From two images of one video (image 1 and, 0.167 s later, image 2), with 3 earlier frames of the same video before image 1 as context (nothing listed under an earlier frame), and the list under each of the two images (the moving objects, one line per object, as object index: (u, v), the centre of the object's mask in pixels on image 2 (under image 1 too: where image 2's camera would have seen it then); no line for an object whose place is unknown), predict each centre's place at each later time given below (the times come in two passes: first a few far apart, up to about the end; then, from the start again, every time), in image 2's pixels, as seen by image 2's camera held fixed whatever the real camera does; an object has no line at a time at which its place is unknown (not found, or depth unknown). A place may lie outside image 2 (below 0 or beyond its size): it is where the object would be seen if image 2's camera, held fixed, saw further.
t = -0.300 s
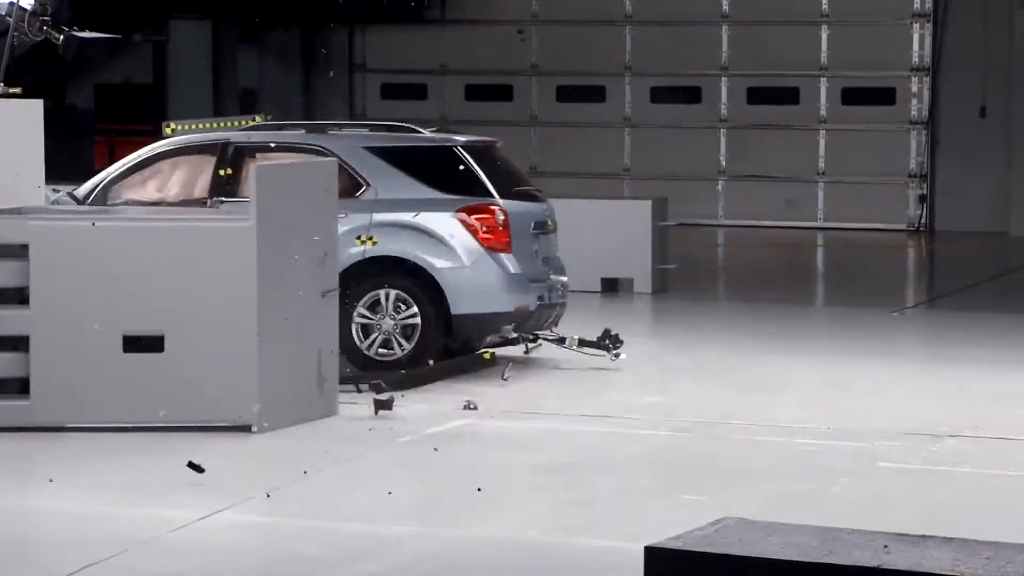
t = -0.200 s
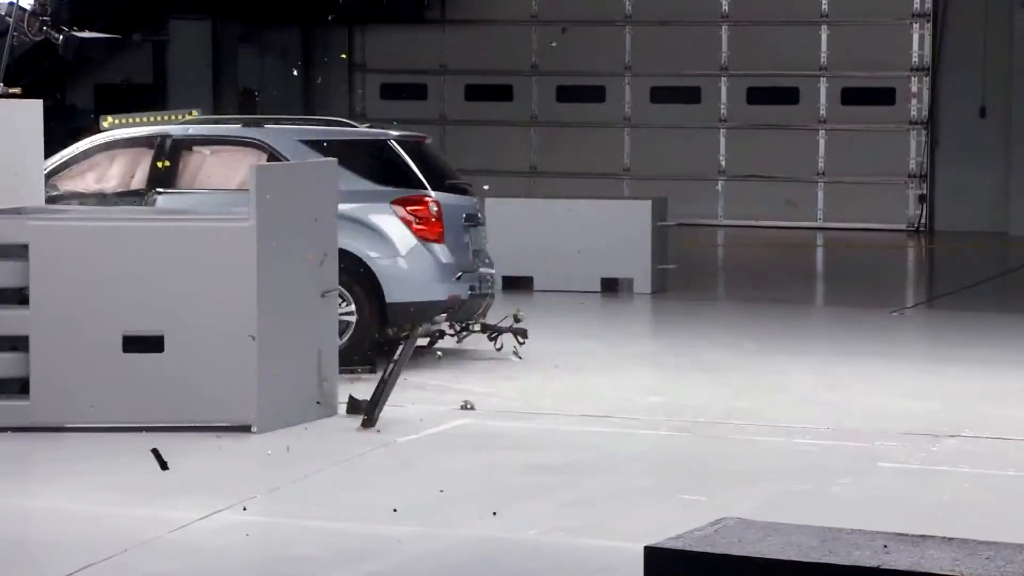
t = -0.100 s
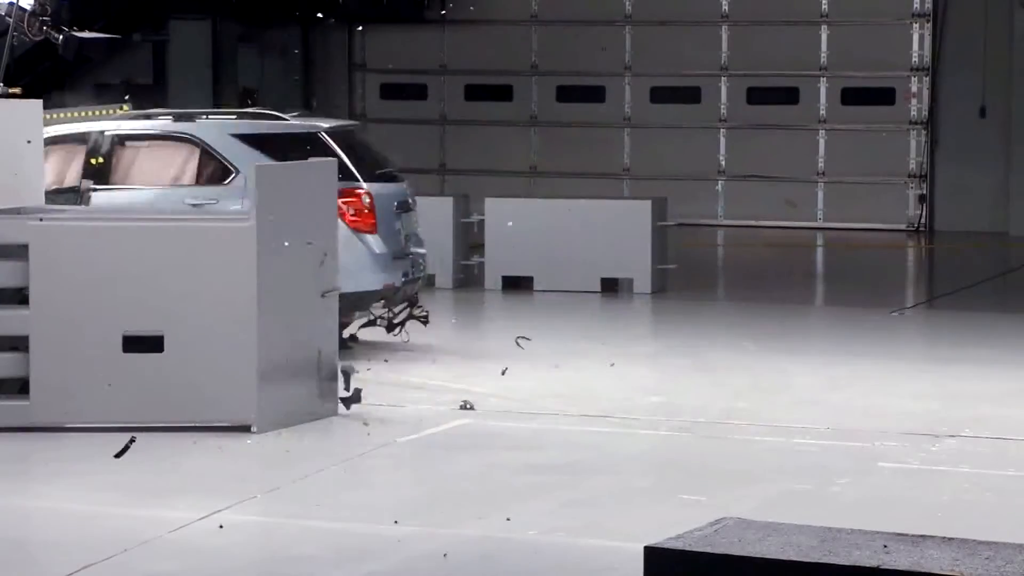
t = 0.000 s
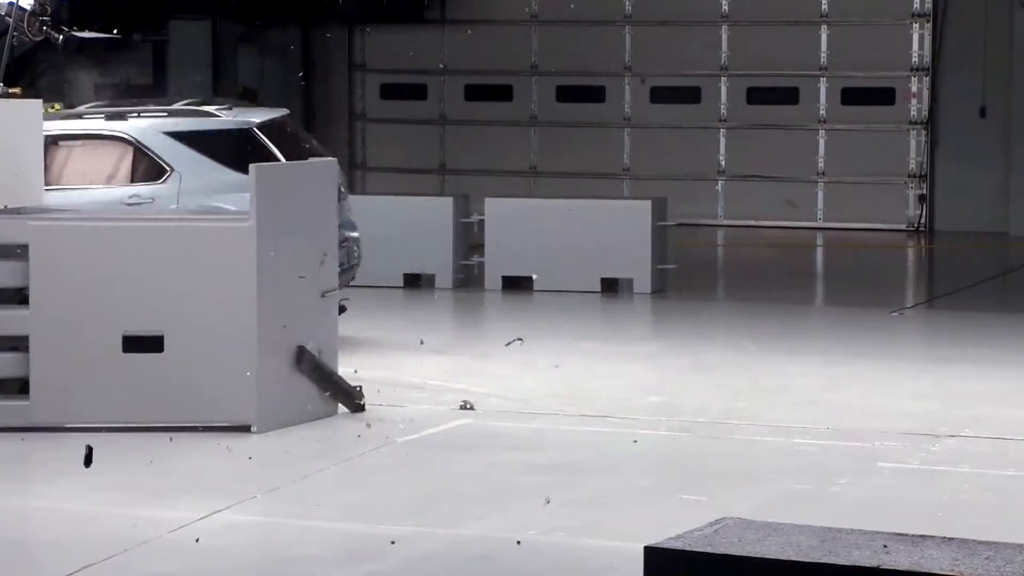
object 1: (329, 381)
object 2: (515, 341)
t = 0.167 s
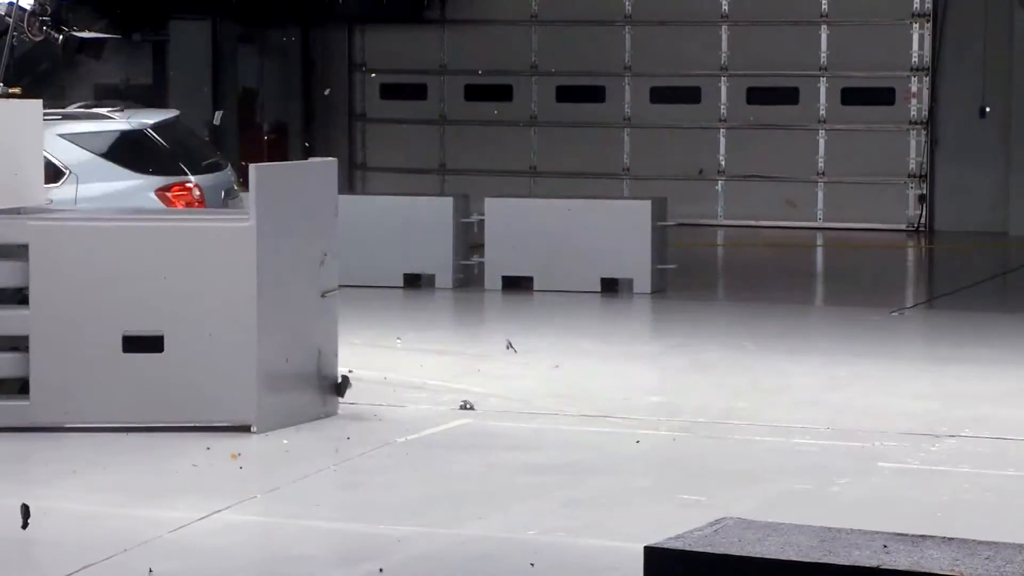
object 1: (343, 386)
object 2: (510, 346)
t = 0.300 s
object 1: (355, 405)
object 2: (498, 338)
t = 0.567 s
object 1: (369, 407)
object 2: (477, 332)
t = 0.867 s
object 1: (371, 410)
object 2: (453, 321)
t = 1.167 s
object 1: (369, 410)
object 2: (445, 313)
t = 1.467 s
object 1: (369, 410)
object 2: (431, 309)
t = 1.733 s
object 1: (369, 410)
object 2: (426, 308)
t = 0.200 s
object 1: (346, 392)
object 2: (509, 340)
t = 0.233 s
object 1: (348, 399)
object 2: (505, 340)
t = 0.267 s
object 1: (352, 404)
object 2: (502, 337)
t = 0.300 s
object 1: (355, 405)
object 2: (498, 338)
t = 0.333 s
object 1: (358, 406)
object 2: (496, 339)
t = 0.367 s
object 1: (361, 407)
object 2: (491, 337)
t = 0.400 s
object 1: (365, 408)
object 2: (486, 336)
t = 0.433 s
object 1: (367, 408)
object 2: (482, 336)
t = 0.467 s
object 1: (368, 408)
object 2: (481, 336)
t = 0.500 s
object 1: (367, 407)
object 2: (479, 333)
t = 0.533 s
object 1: (369, 407)
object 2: (476, 332)
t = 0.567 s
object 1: (369, 407)
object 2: (477, 332)
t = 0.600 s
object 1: (369, 407)
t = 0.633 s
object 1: (370, 408)
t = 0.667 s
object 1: (370, 409)
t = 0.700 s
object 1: (370, 409)
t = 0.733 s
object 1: (370, 410)
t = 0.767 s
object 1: (370, 410)
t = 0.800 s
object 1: (370, 410)
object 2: (461, 323)
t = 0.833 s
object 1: (371, 410)
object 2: (456, 322)
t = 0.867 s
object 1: (371, 410)
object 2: (453, 321)
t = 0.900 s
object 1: (371, 410)
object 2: (451, 321)
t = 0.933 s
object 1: (370, 410)
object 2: (450, 319)
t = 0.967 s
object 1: (370, 410)
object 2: (450, 318)
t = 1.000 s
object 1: (370, 410)
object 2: (447, 317)
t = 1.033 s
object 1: (369, 410)
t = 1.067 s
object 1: (369, 410)
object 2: (445, 315)
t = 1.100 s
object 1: (369, 410)
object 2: (446, 315)
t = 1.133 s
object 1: (369, 410)
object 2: (446, 314)
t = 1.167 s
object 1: (369, 410)
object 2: (445, 313)
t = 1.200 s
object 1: (369, 410)
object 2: (444, 312)
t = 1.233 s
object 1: (369, 410)
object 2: (442, 312)
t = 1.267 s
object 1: (369, 410)
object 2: (439, 311)
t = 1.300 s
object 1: (369, 410)
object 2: (439, 311)
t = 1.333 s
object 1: (369, 410)
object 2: (438, 311)
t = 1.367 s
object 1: (369, 410)
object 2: (437, 310)
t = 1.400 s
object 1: (369, 410)
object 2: (435, 309)
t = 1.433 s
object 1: (369, 410)
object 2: (433, 309)
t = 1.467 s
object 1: (369, 410)
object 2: (431, 309)
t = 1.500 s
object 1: (369, 410)
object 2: (429, 308)
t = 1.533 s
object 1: (369, 410)
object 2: (428, 308)
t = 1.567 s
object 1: (369, 410)
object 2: (427, 308)
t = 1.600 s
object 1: (369, 410)
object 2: (426, 308)
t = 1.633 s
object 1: (369, 410)
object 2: (426, 308)
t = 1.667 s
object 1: (369, 410)
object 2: (426, 308)
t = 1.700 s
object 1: (369, 410)
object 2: (426, 308)
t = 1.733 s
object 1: (369, 410)
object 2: (426, 308)
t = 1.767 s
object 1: (369, 410)
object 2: (426, 307)
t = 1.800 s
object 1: (369, 410)
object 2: (426, 307)
